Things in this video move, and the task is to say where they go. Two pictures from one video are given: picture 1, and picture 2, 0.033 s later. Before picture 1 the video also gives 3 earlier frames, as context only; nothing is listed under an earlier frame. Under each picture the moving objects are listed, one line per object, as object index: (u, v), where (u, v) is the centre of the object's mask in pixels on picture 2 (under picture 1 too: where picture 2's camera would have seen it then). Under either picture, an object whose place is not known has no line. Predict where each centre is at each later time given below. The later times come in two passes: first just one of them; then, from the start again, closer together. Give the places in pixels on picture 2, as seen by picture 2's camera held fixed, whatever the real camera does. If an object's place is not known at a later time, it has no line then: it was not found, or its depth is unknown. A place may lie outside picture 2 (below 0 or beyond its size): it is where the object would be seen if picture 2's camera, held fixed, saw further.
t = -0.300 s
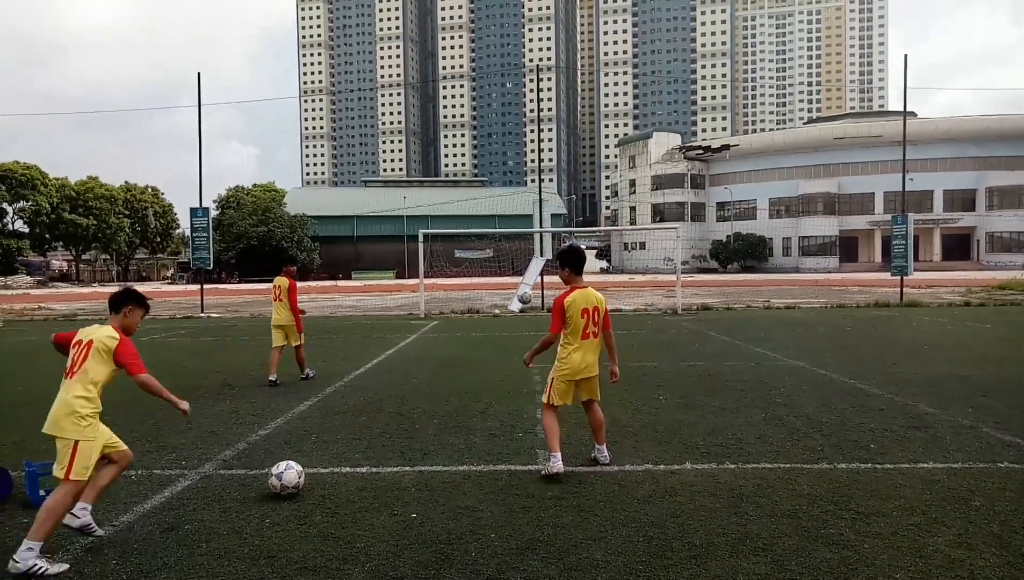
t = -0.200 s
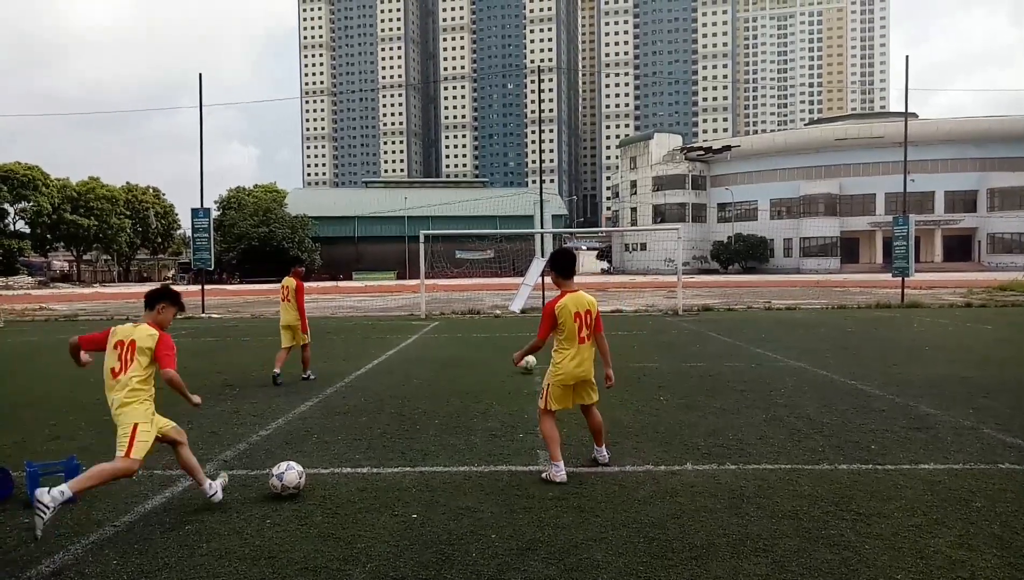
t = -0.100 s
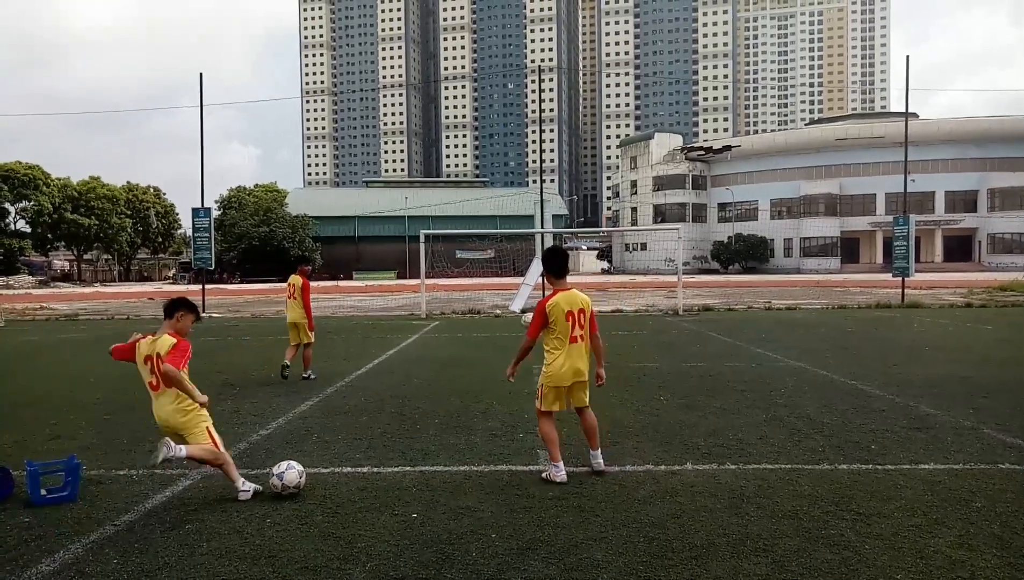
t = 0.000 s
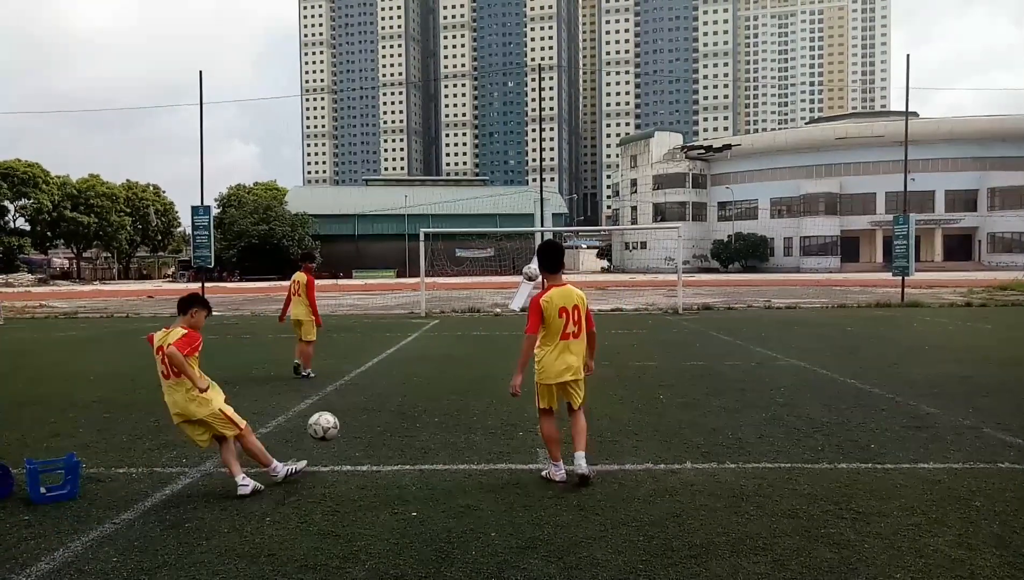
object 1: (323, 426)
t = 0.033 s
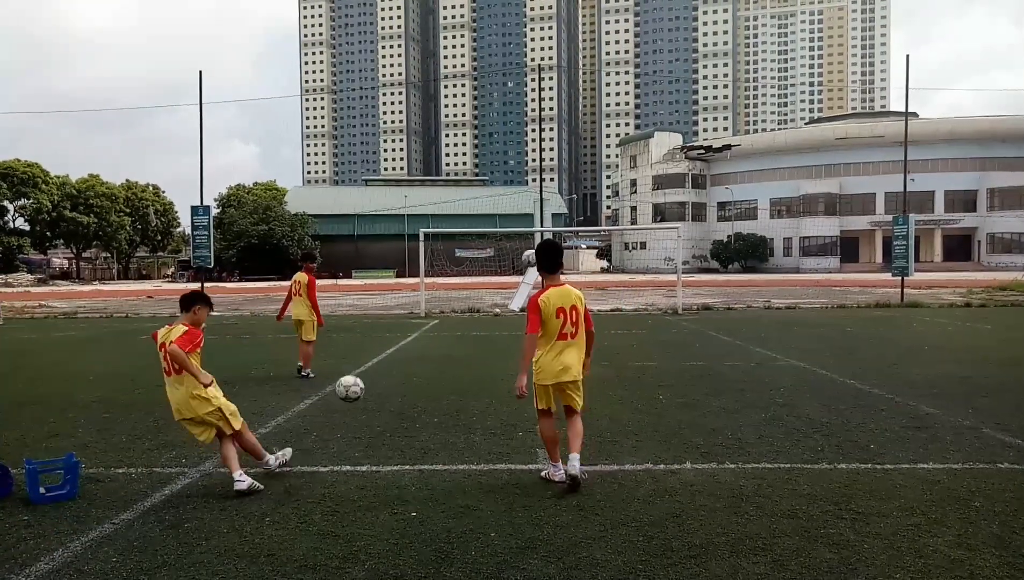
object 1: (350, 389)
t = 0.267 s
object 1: (446, 257)
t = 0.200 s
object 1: (429, 281)
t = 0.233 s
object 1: (438, 268)
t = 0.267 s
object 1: (446, 257)
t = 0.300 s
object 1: (453, 249)
